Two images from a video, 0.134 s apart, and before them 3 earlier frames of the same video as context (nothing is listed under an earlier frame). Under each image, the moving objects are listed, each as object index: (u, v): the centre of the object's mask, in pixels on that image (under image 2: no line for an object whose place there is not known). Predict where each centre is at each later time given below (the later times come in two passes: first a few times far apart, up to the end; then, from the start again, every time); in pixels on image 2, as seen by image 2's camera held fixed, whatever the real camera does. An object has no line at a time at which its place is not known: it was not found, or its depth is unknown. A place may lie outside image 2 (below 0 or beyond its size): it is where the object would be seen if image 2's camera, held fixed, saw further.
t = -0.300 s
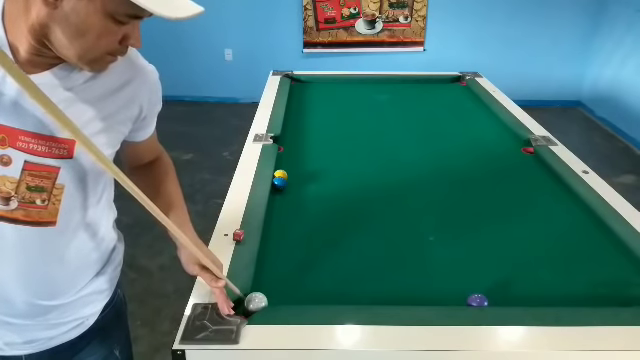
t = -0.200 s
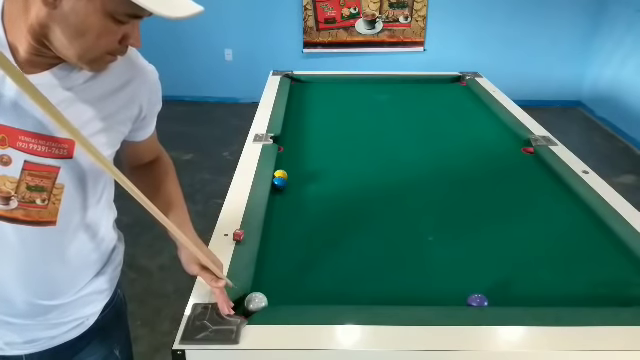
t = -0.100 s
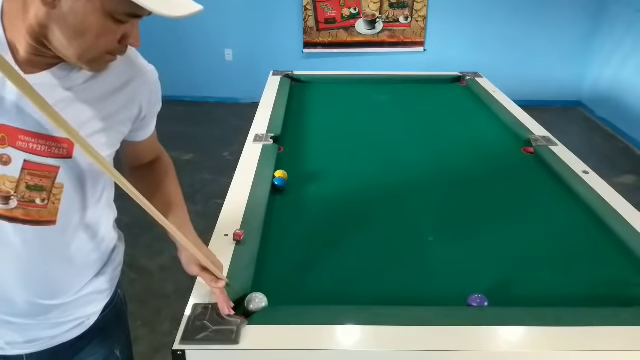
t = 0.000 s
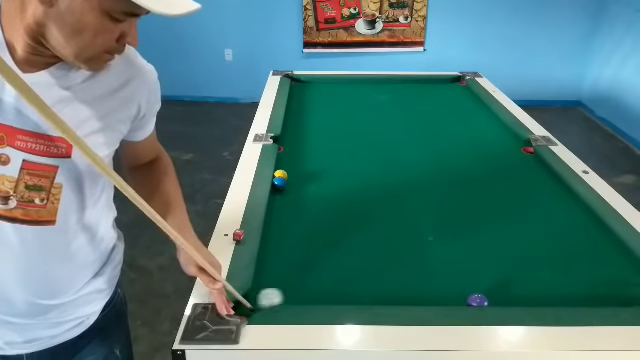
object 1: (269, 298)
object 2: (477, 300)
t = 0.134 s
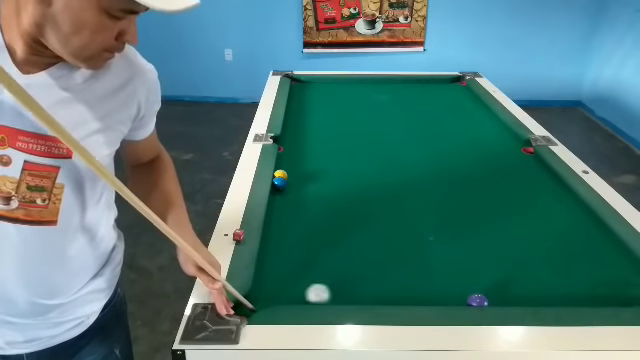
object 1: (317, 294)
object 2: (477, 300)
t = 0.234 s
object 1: (344, 295)
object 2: (477, 300)
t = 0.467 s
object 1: (403, 297)
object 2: (477, 300)
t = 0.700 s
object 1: (455, 299)
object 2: (482, 300)
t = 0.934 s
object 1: (471, 299)
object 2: (516, 299)
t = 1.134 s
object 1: (480, 299)
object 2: (541, 299)
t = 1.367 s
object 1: (487, 299)
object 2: (567, 299)
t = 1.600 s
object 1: (490, 299)
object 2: (588, 299)
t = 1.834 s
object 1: (490, 299)
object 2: (606, 299)
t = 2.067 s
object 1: (490, 299)
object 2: (620, 299)
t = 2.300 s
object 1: (490, 299)
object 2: (630, 299)
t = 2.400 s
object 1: (490, 299)
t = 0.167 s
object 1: (327, 294)
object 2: (477, 300)
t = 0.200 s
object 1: (336, 294)
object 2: (477, 300)
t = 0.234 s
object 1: (344, 295)
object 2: (477, 300)
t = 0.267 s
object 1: (353, 295)
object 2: (477, 300)
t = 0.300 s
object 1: (361, 295)
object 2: (477, 300)
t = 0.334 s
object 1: (370, 296)
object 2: (477, 300)
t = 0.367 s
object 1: (378, 296)
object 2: (477, 300)
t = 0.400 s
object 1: (387, 296)
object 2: (477, 300)
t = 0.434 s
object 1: (395, 297)
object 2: (477, 300)
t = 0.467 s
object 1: (403, 297)
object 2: (477, 300)
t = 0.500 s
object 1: (412, 297)
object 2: (477, 300)
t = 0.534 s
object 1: (420, 298)
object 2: (477, 300)
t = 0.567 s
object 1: (428, 298)
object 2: (477, 300)
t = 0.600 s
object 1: (436, 299)
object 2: (477, 300)
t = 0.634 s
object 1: (444, 299)
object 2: (477, 300)
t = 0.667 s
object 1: (452, 299)
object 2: (477, 300)
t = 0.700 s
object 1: (455, 299)
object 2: (482, 300)
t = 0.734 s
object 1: (458, 299)
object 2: (488, 300)
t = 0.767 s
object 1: (460, 299)
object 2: (493, 300)
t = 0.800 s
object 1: (462, 299)
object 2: (498, 300)
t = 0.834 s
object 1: (464, 299)
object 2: (502, 299)
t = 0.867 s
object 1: (466, 299)
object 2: (507, 300)
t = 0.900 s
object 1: (469, 299)
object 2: (512, 299)
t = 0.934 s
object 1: (471, 299)
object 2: (516, 299)
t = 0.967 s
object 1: (473, 299)
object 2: (520, 300)
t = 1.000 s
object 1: (475, 299)
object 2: (524, 300)
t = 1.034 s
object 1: (476, 299)
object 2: (529, 299)
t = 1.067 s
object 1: (478, 299)
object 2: (533, 299)
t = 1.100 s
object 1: (479, 299)
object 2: (537, 299)
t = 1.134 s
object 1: (480, 299)
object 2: (541, 299)
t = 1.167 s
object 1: (482, 299)
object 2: (545, 299)
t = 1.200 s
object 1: (483, 299)
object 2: (548, 299)
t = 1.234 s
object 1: (484, 299)
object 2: (552, 299)
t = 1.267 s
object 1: (485, 299)
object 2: (555, 299)
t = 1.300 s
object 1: (486, 299)
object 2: (559, 299)
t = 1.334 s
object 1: (487, 299)
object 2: (563, 299)
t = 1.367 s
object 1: (487, 299)
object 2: (567, 299)
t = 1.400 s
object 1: (488, 299)
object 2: (570, 299)
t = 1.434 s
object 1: (489, 299)
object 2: (573, 299)
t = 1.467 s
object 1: (489, 299)
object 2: (576, 299)
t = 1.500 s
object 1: (489, 299)
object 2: (580, 299)
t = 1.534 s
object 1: (490, 299)
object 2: (583, 299)
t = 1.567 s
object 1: (490, 299)
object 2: (585, 299)
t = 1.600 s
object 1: (490, 299)
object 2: (588, 299)
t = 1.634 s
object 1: (490, 299)
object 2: (591, 299)
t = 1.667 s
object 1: (490, 299)
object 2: (594, 299)
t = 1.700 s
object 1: (490, 299)
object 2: (596, 299)
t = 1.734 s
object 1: (490, 299)
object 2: (599, 299)
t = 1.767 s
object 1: (490, 299)
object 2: (601, 299)
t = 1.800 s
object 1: (490, 299)
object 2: (604, 299)
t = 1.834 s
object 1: (490, 299)
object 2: (606, 299)
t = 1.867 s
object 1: (490, 299)
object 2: (609, 299)
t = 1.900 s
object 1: (490, 299)
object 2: (611, 299)
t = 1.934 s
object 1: (490, 299)
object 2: (612, 299)
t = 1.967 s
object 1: (490, 299)
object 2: (615, 299)
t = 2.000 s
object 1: (490, 299)
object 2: (617, 299)
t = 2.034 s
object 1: (490, 299)
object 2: (618, 299)
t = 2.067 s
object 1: (490, 299)
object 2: (620, 299)
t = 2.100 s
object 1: (490, 299)
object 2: (622, 299)
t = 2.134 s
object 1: (490, 299)
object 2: (625, 299)
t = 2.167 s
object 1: (490, 299)
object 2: (627, 299)
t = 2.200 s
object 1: (490, 299)
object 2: (628, 299)
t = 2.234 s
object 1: (490, 299)
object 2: (629, 299)
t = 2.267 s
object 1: (490, 299)
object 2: (630, 298)
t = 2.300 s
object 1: (490, 299)
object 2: (630, 299)
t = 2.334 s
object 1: (490, 299)
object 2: (630, 298)
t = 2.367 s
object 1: (490, 299)
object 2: (630, 298)
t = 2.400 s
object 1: (490, 299)
